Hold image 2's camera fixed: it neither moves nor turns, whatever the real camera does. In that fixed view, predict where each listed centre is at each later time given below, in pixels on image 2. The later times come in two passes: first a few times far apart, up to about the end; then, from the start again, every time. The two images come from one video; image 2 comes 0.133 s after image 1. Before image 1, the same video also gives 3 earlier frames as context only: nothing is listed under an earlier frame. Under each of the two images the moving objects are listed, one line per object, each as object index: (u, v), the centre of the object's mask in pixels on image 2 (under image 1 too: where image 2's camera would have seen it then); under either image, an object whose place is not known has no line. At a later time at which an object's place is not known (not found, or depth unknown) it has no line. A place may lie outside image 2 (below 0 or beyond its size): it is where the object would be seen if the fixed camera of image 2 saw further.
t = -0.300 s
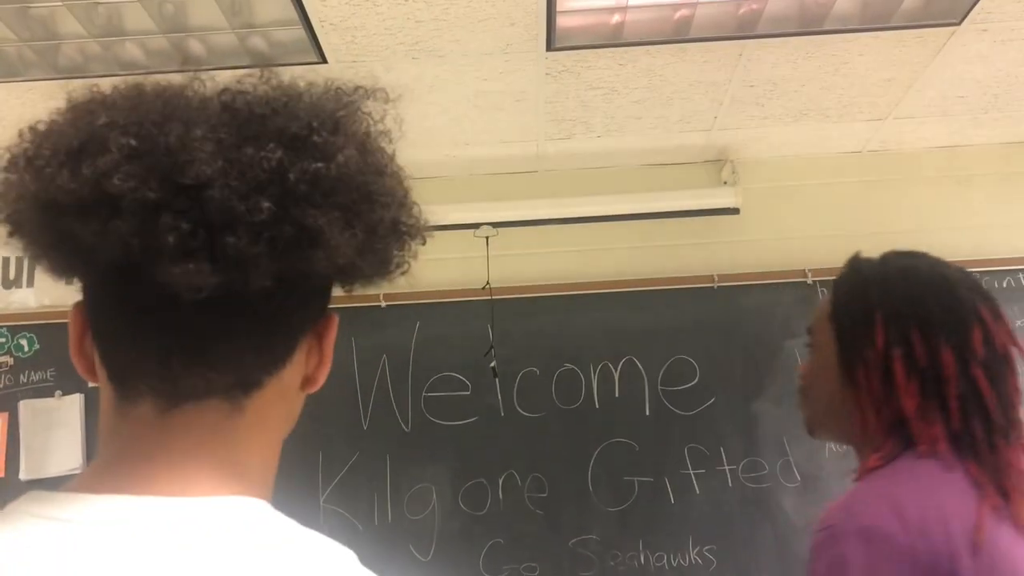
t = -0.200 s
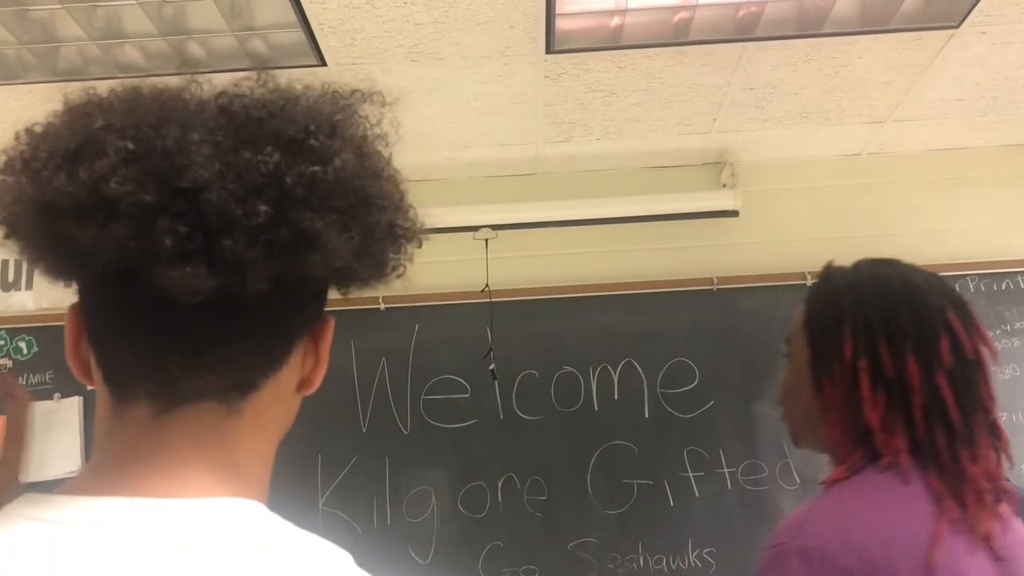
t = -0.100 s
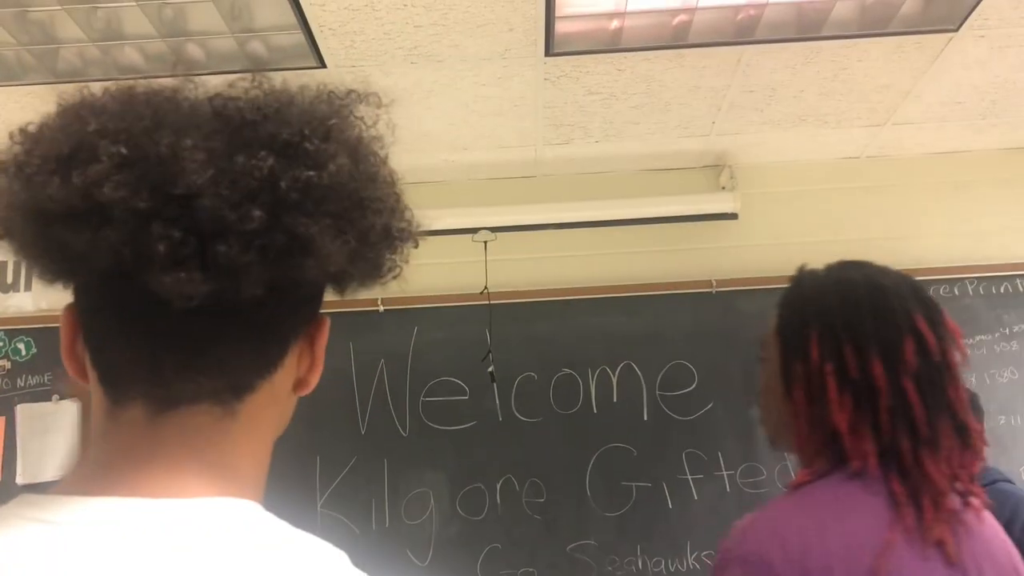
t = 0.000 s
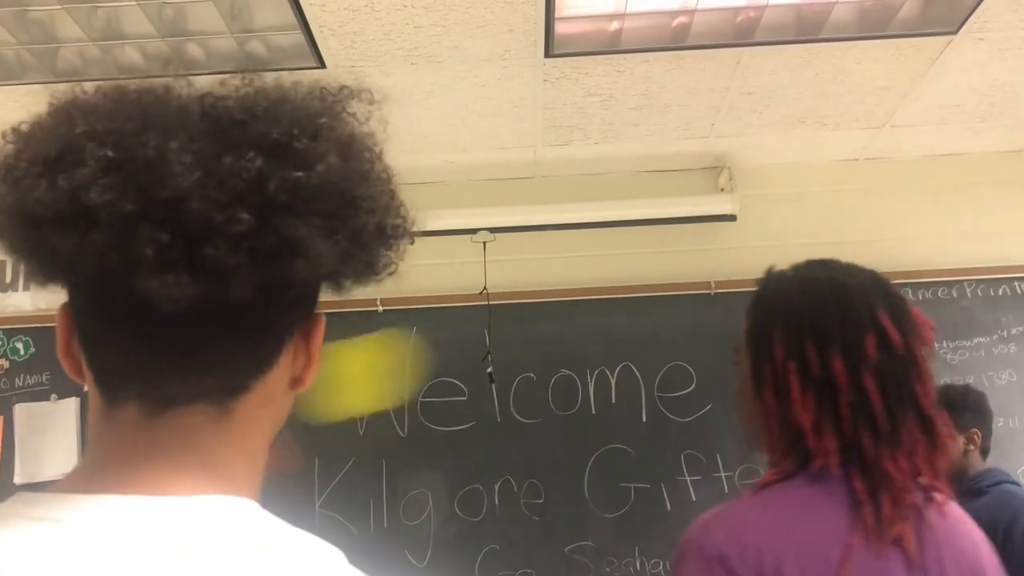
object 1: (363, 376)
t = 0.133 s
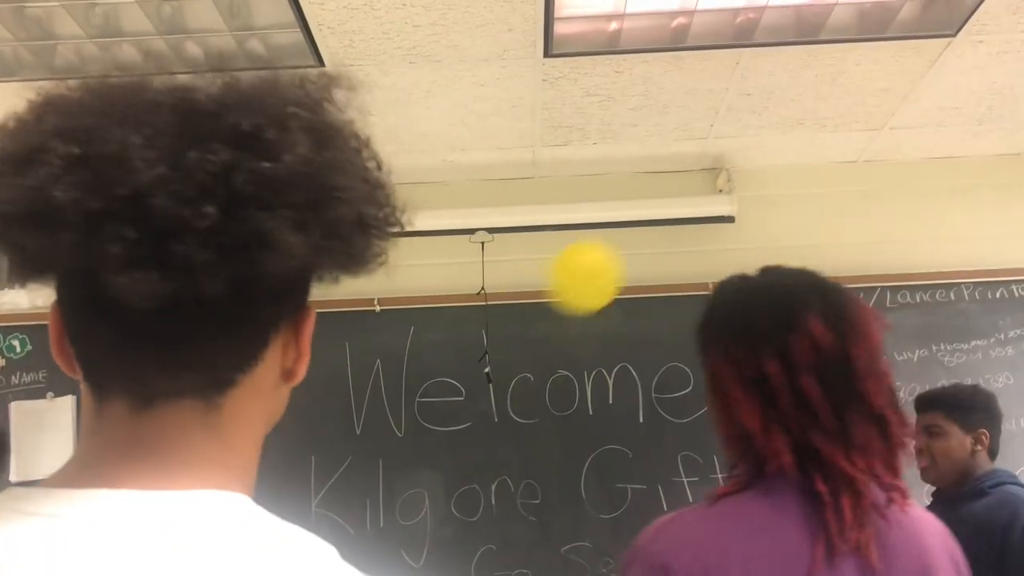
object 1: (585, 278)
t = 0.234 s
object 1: (648, 231)
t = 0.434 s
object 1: (704, 167)
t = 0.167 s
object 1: (610, 261)
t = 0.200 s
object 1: (631, 246)
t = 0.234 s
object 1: (648, 231)
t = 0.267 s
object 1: (662, 217)
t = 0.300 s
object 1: (673, 206)
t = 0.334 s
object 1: (682, 195)
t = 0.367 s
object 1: (692, 184)
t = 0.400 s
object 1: (698, 176)
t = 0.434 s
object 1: (704, 167)
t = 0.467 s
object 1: (710, 160)
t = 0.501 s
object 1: (715, 155)
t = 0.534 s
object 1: (720, 149)
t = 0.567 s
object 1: (724, 145)
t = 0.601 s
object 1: (729, 144)
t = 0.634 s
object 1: (735, 147)
